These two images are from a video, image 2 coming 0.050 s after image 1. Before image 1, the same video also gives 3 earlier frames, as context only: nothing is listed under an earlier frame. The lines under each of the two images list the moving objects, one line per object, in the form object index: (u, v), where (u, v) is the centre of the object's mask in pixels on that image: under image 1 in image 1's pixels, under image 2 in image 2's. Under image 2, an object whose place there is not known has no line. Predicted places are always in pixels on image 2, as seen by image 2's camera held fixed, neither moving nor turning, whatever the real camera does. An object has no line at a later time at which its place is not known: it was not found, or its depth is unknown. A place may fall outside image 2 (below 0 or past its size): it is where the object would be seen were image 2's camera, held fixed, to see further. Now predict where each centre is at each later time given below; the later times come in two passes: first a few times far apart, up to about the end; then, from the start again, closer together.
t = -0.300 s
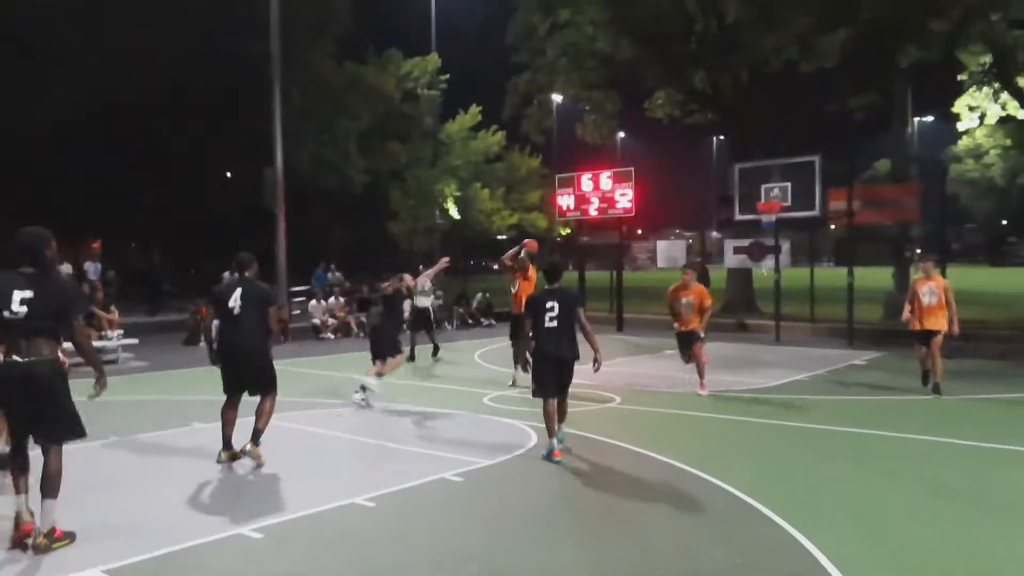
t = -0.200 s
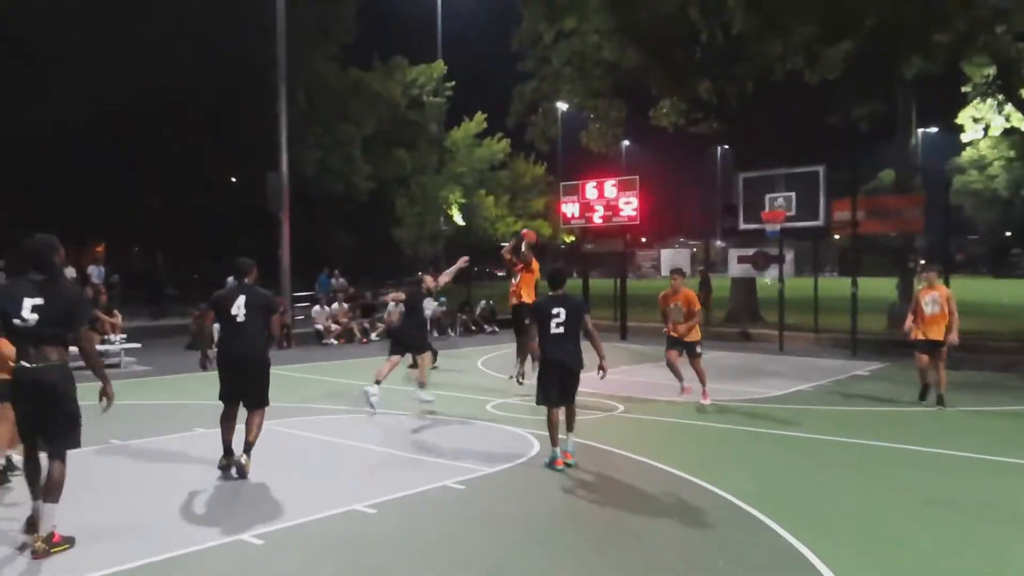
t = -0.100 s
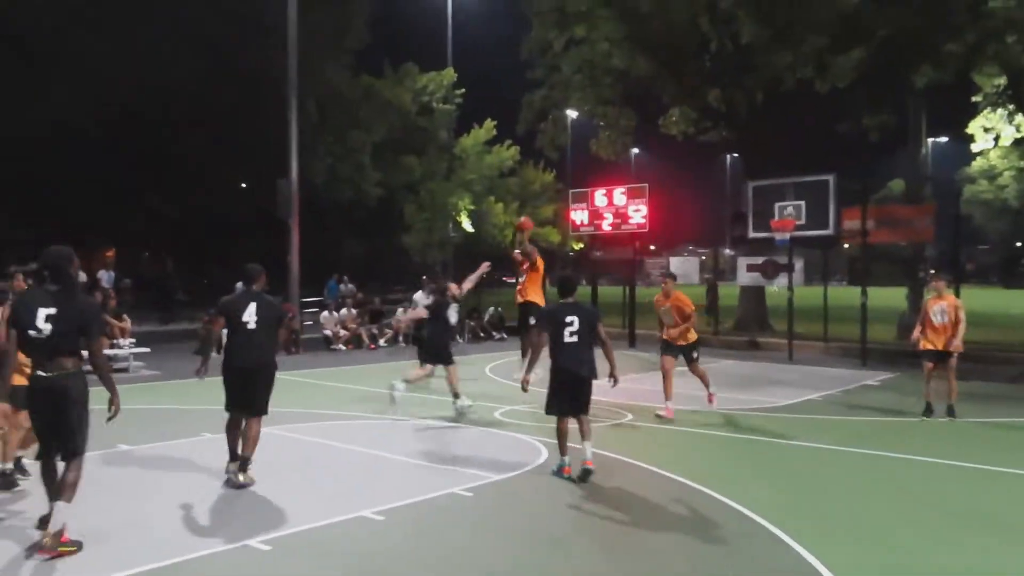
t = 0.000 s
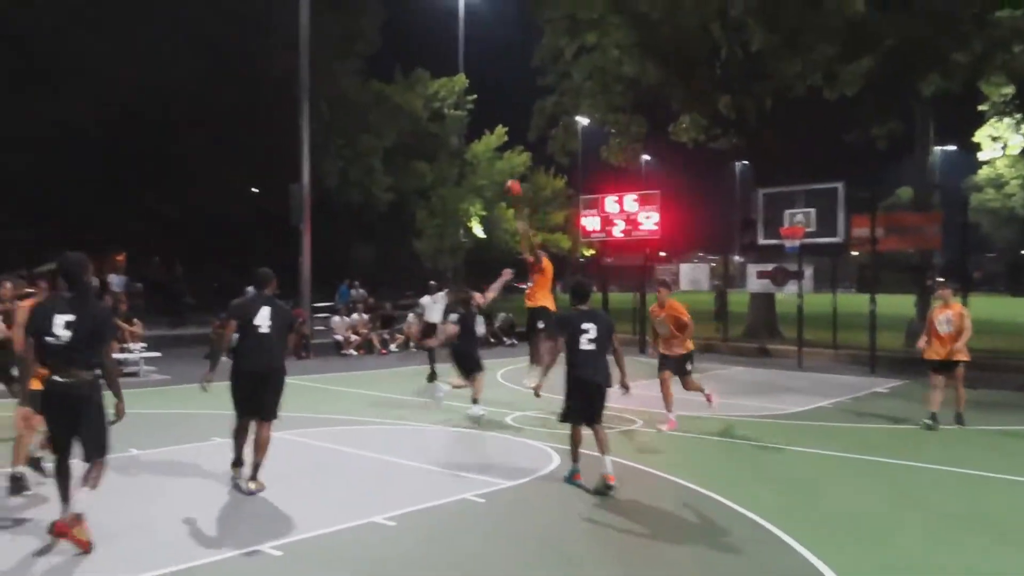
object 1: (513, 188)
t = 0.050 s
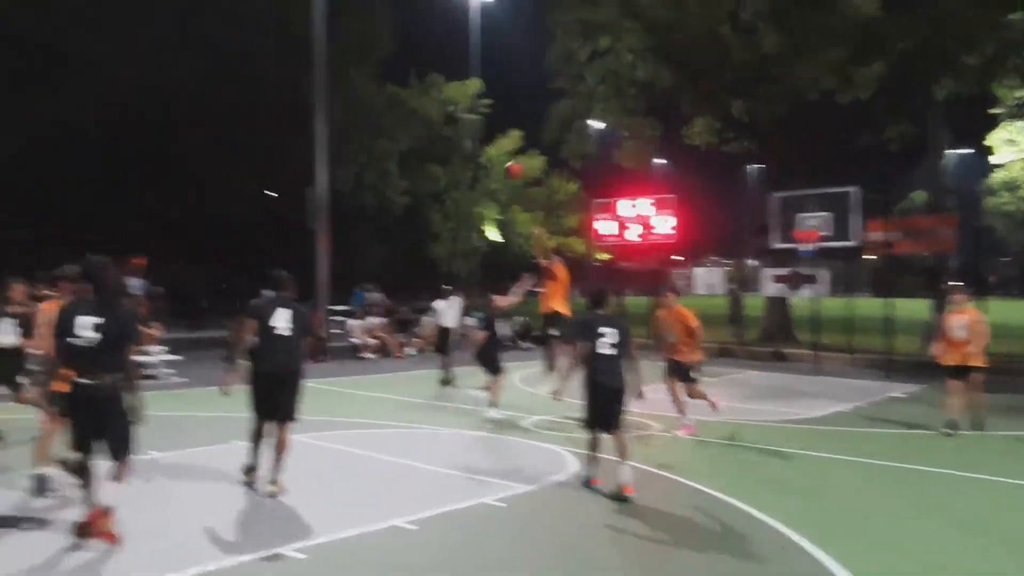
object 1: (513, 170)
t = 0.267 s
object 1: (445, 83)
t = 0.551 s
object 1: (327, 7)
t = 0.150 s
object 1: (484, 128)
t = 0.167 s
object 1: (479, 120)
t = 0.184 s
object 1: (474, 114)
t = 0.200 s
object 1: (468, 109)
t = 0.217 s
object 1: (462, 102)
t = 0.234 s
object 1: (456, 95)
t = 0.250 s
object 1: (450, 89)
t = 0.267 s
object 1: (445, 83)
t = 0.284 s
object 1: (438, 78)
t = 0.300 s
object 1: (433, 73)
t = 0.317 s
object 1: (427, 68)
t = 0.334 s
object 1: (420, 62)
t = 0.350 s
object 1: (414, 57)
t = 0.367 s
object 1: (407, 52)
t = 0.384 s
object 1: (400, 47)
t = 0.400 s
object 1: (393, 43)
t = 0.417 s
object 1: (387, 37)
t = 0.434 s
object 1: (380, 33)
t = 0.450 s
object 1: (373, 29)
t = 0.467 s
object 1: (365, 25)
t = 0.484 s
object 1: (358, 21)
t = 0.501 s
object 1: (350, 17)
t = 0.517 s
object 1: (343, 14)
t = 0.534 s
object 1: (335, 10)
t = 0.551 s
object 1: (327, 7)
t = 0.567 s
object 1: (320, 4)
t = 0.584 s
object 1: (310, 1)
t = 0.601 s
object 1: (302, -1)
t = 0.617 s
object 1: (293, -3)
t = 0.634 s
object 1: (283, -3)
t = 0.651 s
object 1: (274, -5)
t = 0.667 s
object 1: (265, -5)
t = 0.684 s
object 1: (255, -6)
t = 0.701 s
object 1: (246, -7)
